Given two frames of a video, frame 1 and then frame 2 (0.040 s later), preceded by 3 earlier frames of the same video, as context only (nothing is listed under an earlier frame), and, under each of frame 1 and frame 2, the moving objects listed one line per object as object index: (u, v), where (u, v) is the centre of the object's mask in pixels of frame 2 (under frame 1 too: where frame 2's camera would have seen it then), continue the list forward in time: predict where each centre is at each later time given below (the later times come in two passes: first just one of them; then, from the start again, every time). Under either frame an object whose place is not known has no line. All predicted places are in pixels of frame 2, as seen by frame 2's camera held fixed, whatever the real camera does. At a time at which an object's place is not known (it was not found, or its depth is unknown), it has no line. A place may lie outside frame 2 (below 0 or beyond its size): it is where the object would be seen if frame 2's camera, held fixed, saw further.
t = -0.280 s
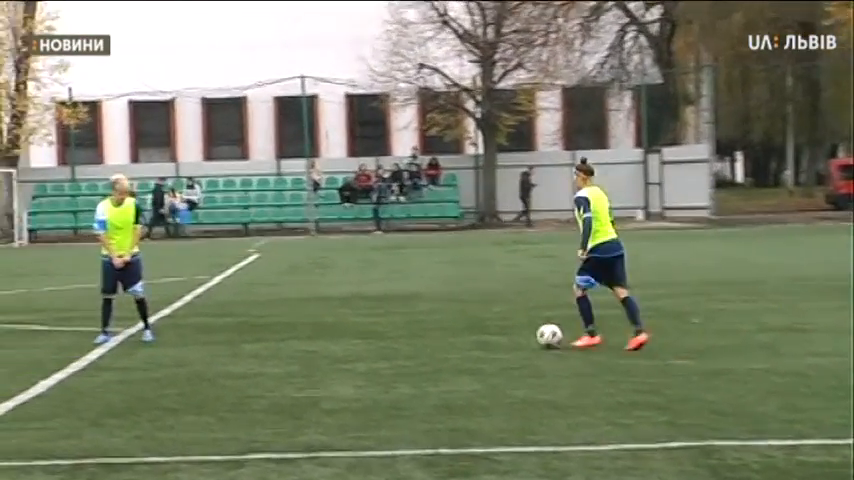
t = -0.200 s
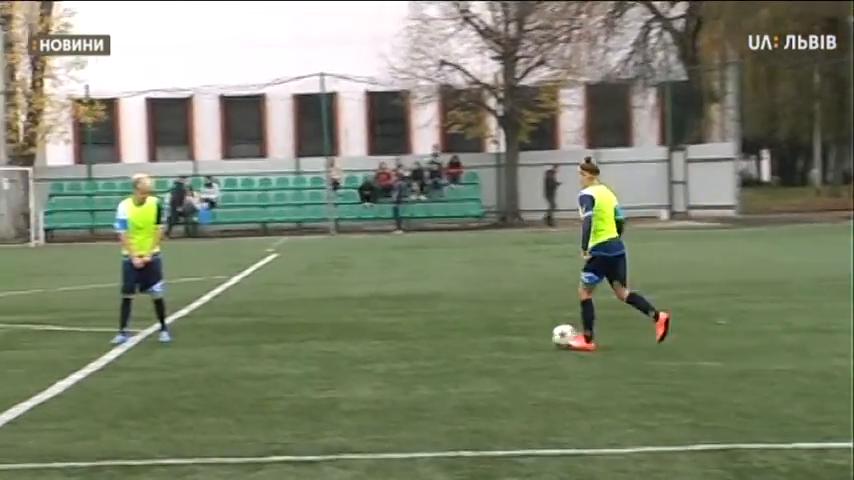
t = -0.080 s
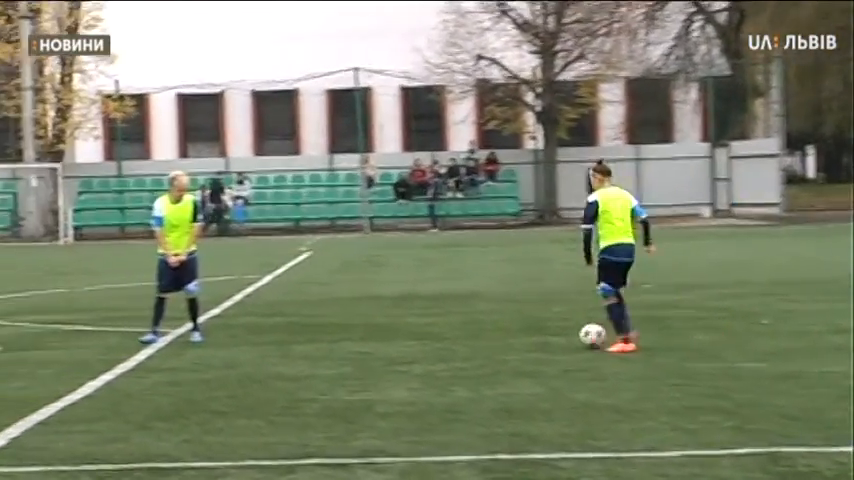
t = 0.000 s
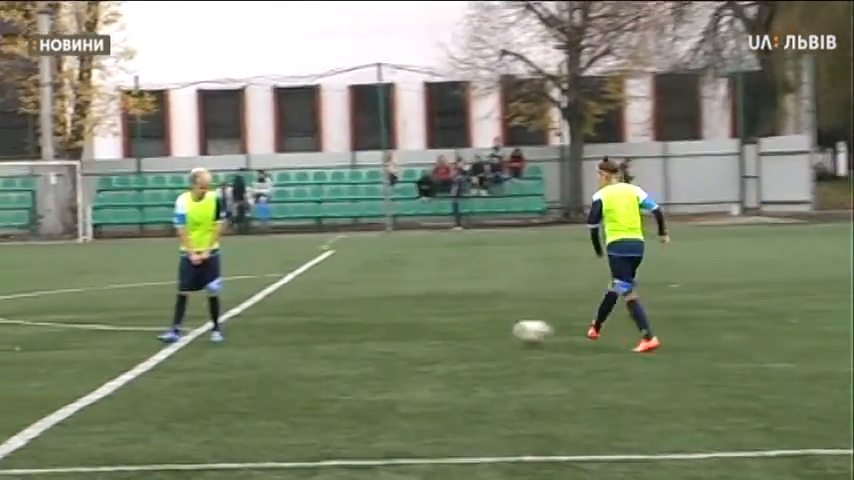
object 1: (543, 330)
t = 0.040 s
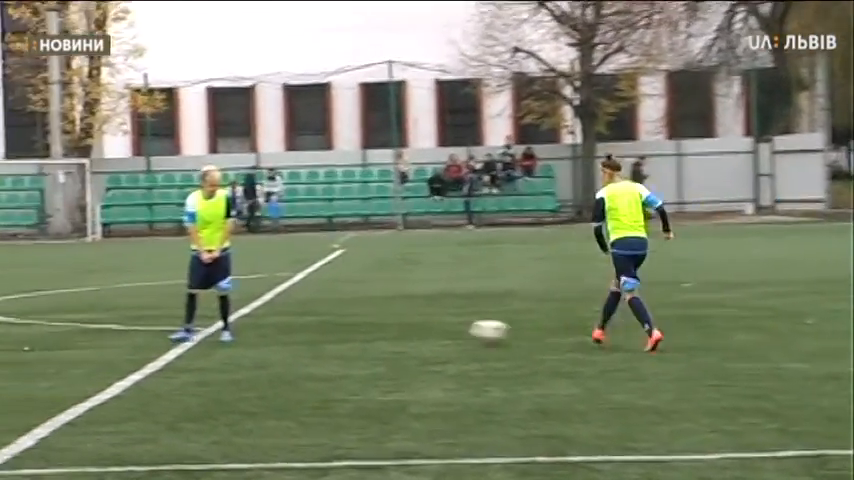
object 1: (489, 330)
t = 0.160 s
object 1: (334, 334)
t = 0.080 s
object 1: (435, 332)
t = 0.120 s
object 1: (383, 334)
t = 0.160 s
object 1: (334, 334)
